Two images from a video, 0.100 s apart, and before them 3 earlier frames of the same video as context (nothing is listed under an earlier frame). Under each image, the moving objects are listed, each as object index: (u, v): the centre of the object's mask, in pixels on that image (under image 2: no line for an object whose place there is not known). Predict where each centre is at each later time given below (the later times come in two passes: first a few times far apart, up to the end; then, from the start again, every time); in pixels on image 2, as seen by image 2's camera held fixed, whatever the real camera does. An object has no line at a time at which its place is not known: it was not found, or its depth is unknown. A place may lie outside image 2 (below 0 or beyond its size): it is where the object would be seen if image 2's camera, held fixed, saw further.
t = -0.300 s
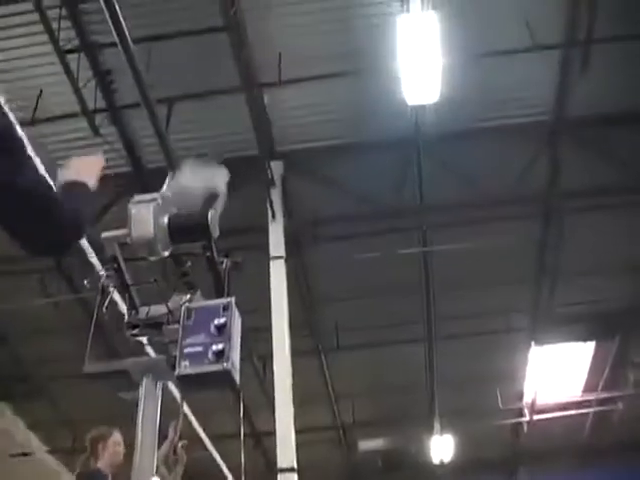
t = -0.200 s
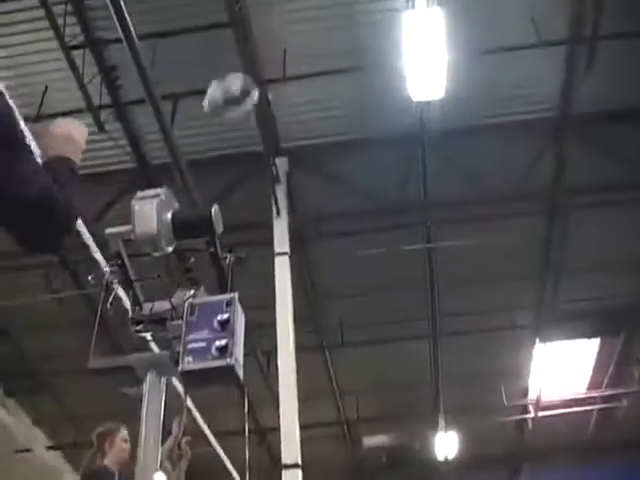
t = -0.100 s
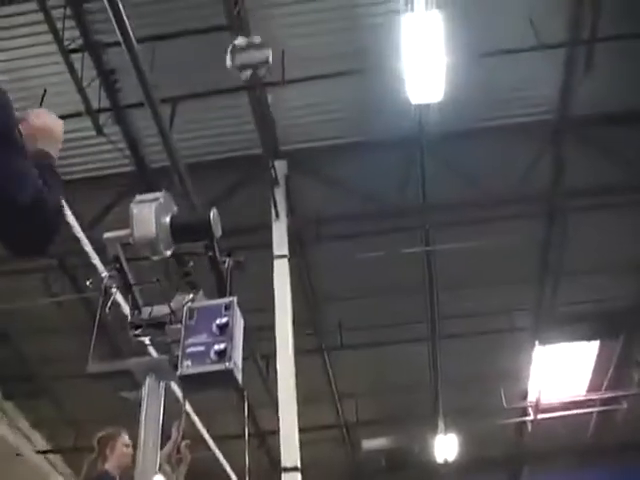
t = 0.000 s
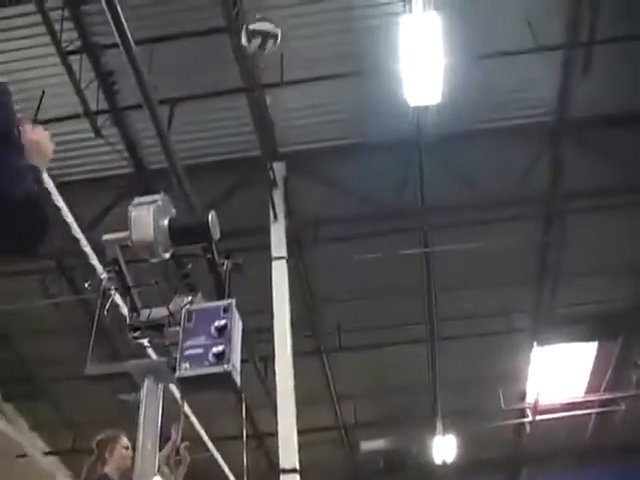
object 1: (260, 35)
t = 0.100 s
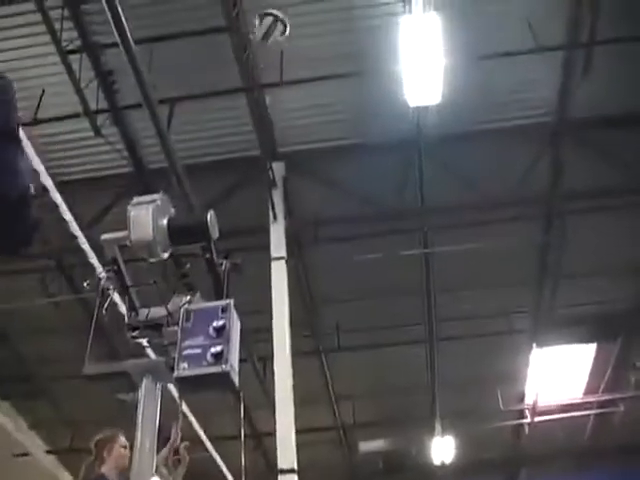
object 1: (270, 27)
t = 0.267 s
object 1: (288, 32)
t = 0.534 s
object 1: (311, 83)
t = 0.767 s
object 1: (331, 174)
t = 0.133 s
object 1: (273, 25)
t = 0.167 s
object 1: (275, 26)
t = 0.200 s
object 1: (280, 26)
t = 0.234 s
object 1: (284, 28)
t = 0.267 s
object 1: (288, 32)
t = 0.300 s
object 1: (290, 37)
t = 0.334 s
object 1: (293, 41)
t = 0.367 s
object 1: (295, 47)
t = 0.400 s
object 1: (298, 52)
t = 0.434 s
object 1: (301, 59)
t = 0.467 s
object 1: (304, 67)
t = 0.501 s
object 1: (307, 74)
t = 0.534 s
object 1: (311, 83)
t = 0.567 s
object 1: (313, 92)
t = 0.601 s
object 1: (317, 102)
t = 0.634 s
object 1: (318, 115)
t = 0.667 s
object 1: (321, 131)
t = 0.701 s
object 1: (325, 145)
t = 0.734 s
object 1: (327, 159)
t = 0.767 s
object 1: (331, 174)
